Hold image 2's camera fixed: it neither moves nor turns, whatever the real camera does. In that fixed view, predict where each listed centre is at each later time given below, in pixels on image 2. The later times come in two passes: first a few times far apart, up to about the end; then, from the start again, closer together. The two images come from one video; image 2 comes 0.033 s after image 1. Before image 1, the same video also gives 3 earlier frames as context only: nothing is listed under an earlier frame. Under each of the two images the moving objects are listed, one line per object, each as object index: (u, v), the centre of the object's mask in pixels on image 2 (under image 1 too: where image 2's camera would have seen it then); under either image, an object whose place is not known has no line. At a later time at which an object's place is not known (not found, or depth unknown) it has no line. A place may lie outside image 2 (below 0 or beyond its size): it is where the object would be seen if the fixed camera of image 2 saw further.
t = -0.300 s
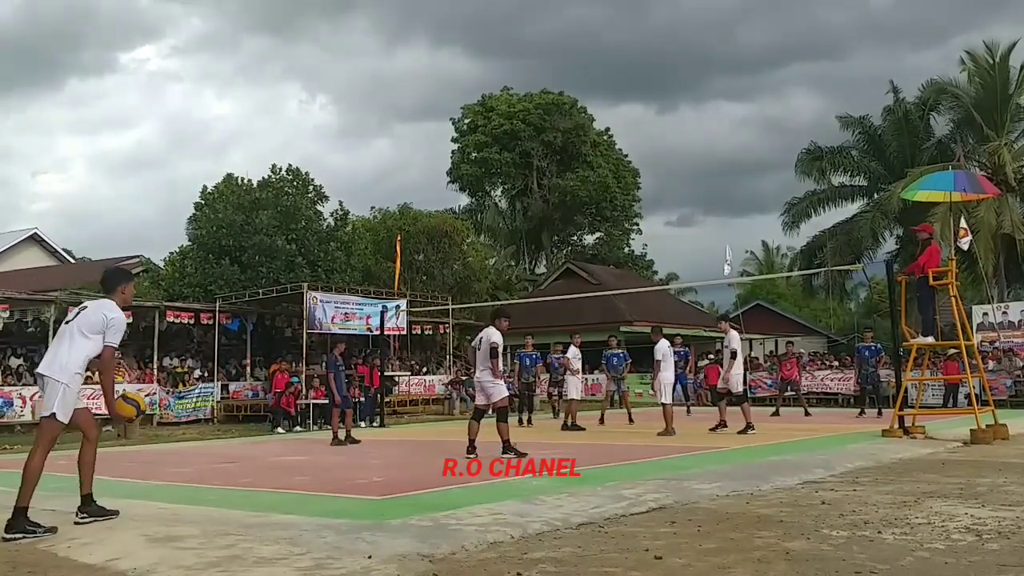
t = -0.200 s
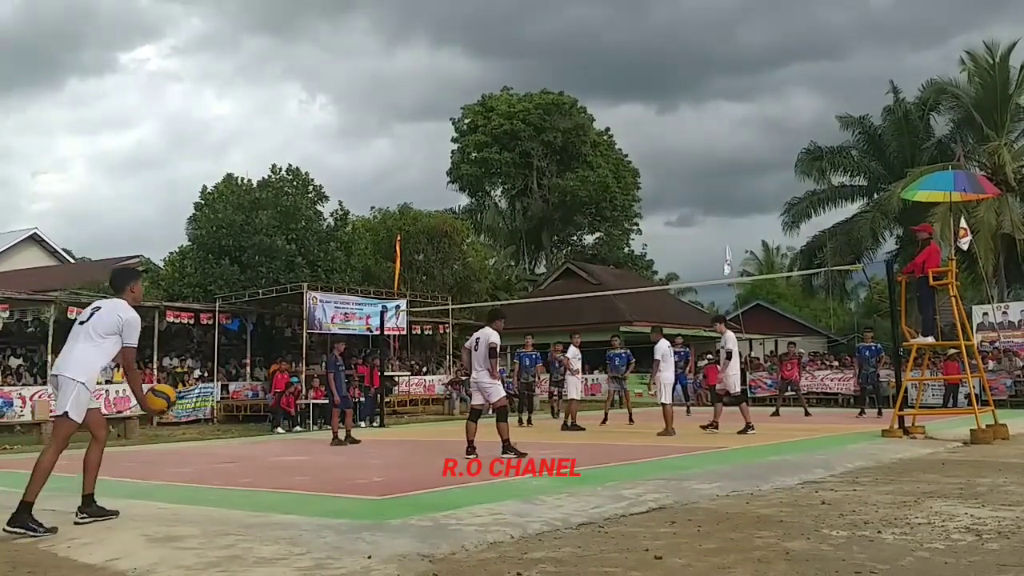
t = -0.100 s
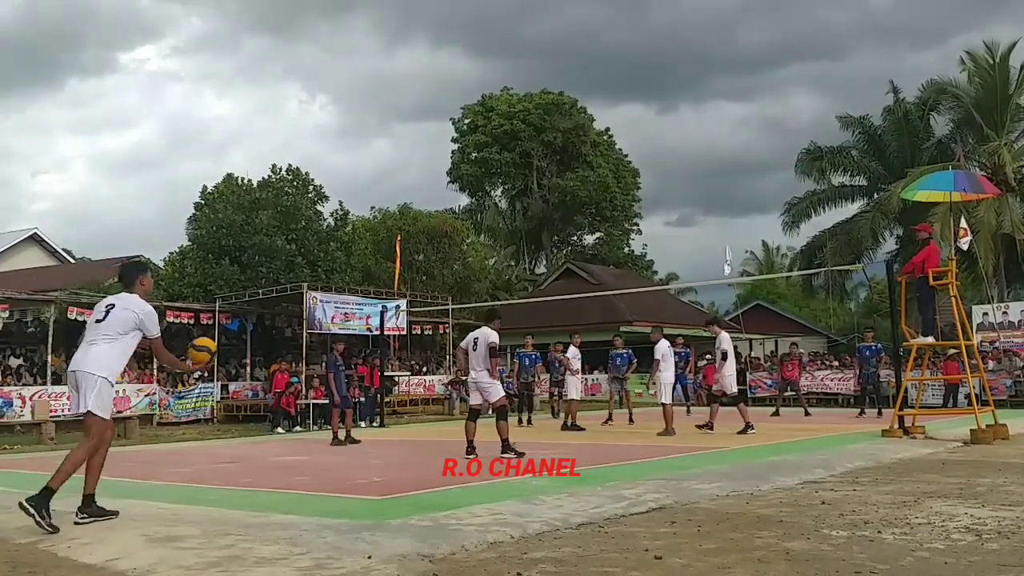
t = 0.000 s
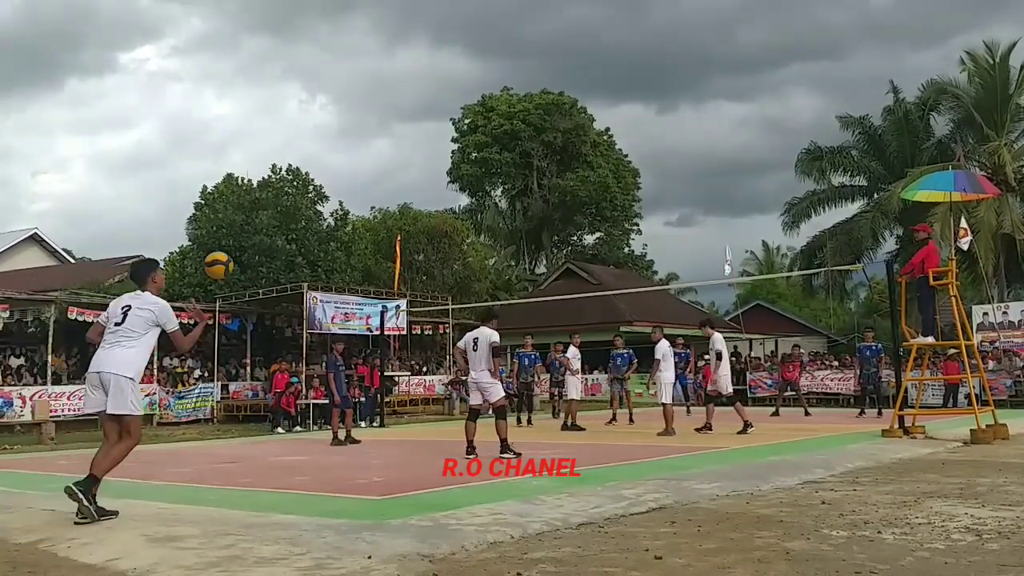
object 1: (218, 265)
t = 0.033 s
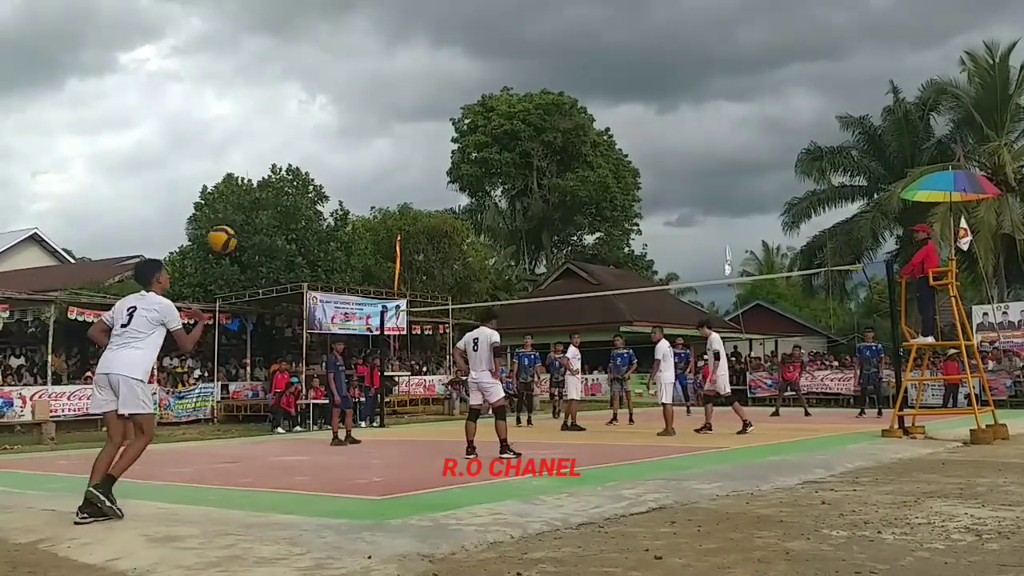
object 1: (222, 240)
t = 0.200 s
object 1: (238, 136)
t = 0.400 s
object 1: (257, 64)
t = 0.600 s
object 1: (275, 40)
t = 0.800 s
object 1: (292, 59)
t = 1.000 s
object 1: (308, 119)
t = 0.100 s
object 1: (229, 192)
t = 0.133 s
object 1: (232, 172)
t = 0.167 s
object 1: (235, 154)
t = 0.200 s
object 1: (238, 136)
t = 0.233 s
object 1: (242, 120)
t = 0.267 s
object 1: (245, 106)
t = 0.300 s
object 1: (248, 93)
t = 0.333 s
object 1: (251, 82)
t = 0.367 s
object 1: (254, 72)
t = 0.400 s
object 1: (257, 64)
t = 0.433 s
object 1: (261, 56)
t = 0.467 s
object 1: (263, 50)
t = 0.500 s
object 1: (266, 46)
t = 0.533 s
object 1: (269, 42)
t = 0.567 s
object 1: (272, 40)
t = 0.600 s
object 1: (275, 40)
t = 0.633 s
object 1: (278, 40)
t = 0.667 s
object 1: (281, 42)
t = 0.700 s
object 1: (284, 44)
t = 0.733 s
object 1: (286, 48)
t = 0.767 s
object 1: (289, 53)
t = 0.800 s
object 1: (292, 59)
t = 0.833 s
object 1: (294, 66)
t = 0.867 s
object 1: (297, 75)
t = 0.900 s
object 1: (300, 84)
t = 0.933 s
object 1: (303, 94)
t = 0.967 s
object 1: (305, 106)
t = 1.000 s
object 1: (308, 119)
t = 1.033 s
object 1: (311, 132)
